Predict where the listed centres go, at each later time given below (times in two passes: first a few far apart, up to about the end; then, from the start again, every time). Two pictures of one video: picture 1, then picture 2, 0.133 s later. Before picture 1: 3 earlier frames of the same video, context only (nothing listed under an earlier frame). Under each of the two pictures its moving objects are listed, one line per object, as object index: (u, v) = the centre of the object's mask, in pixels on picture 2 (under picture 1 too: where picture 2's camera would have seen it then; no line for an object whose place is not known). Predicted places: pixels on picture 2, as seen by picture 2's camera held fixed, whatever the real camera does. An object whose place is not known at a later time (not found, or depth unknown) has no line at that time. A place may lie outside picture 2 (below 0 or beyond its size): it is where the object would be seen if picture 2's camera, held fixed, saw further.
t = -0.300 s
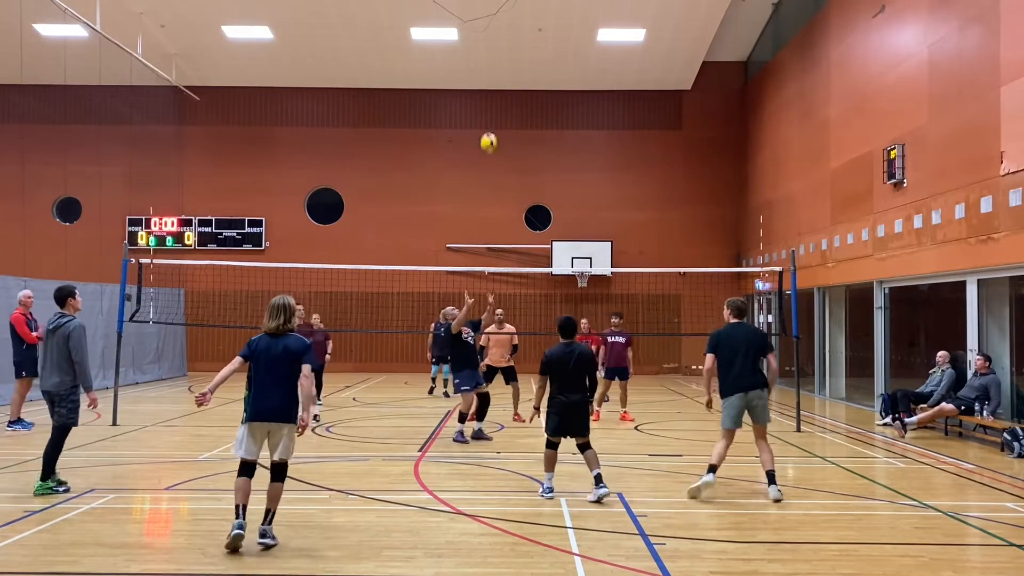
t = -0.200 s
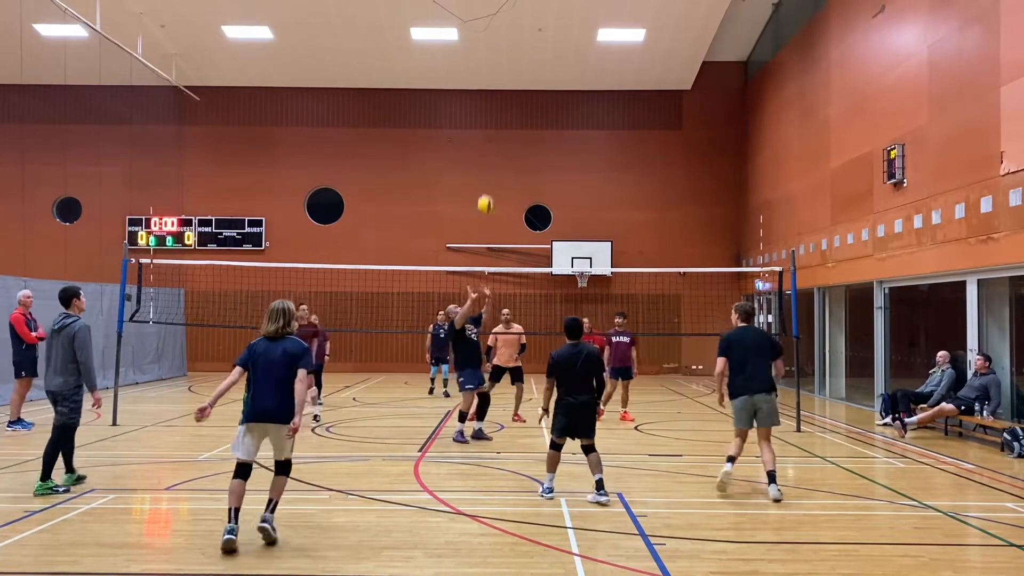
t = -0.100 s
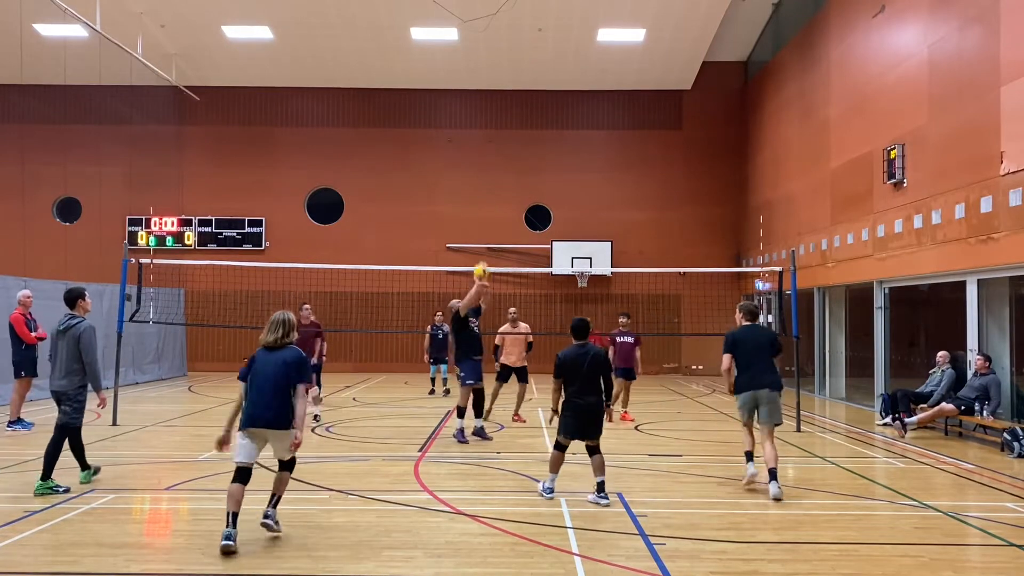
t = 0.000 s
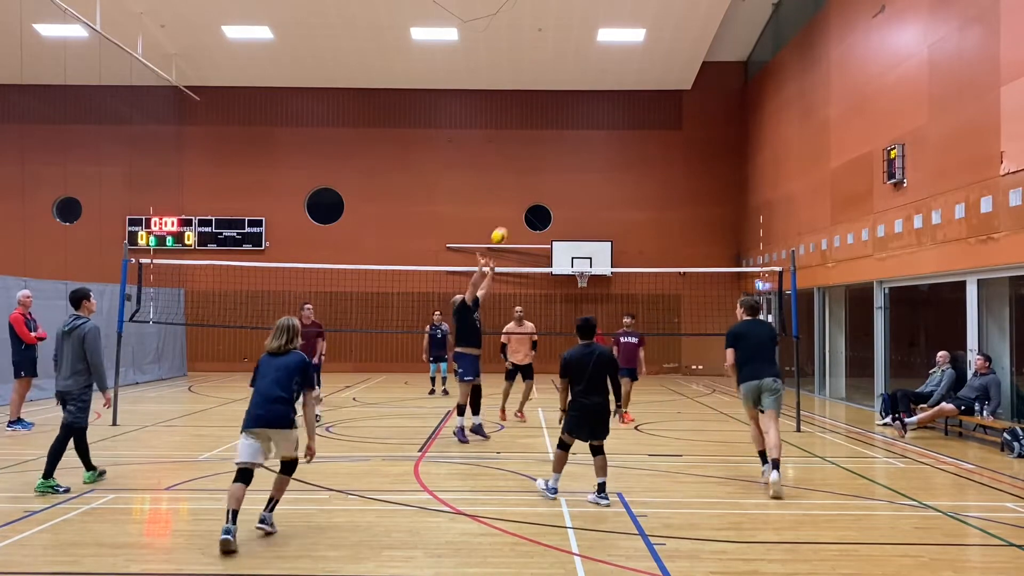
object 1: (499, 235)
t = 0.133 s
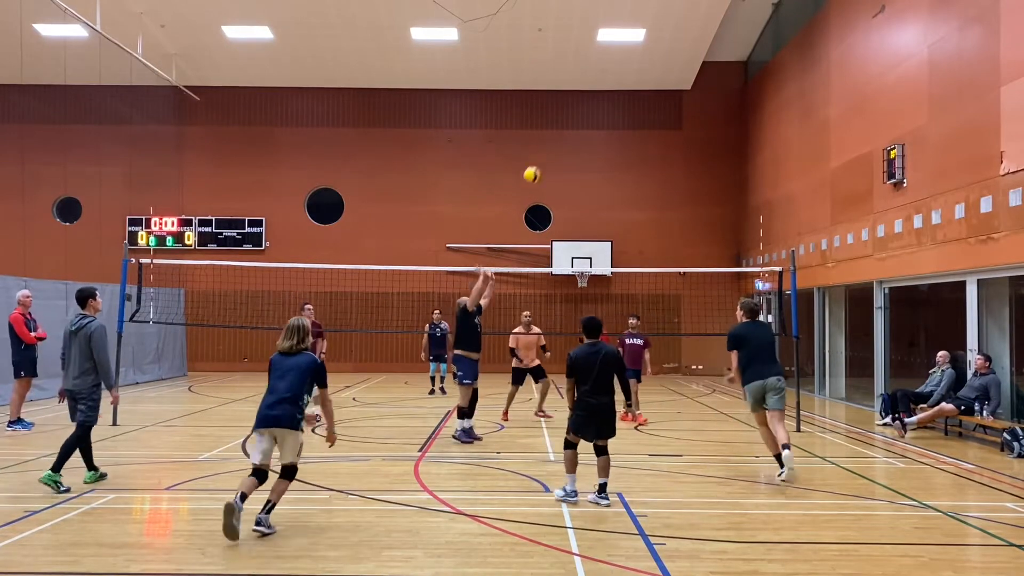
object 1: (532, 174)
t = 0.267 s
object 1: (563, 127)
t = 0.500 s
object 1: (616, 76)
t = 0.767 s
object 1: (674, 67)
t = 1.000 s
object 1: (723, 103)
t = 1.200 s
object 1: (764, 163)
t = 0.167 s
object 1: (540, 161)
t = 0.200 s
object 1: (548, 149)
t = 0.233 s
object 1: (555, 137)
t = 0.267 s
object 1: (563, 127)
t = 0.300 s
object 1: (571, 118)
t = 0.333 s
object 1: (579, 109)
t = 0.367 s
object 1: (587, 101)
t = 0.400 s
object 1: (593, 93)
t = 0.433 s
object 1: (601, 87)
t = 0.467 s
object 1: (609, 81)
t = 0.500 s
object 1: (616, 76)
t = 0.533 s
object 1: (624, 73)
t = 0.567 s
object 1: (631, 69)
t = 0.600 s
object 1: (638, 67)
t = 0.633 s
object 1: (646, 65)
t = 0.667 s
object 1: (653, 65)
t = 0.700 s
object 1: (660, 65)
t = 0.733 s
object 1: (667, 66)
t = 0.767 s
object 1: (674, 67)
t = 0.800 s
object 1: (681, 70)
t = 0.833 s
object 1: (688, 74)
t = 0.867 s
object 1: (696, 78)
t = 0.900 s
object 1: (703, 84)
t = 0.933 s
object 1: (709, 89)
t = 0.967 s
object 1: (716, 96)
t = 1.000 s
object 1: (723, 103)
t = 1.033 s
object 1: (730, 111)
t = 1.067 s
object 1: (737, 120)
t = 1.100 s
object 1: (744, 130)
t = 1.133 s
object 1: (751, 140)
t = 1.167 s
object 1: (757, 151)
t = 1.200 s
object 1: (764, 163)
